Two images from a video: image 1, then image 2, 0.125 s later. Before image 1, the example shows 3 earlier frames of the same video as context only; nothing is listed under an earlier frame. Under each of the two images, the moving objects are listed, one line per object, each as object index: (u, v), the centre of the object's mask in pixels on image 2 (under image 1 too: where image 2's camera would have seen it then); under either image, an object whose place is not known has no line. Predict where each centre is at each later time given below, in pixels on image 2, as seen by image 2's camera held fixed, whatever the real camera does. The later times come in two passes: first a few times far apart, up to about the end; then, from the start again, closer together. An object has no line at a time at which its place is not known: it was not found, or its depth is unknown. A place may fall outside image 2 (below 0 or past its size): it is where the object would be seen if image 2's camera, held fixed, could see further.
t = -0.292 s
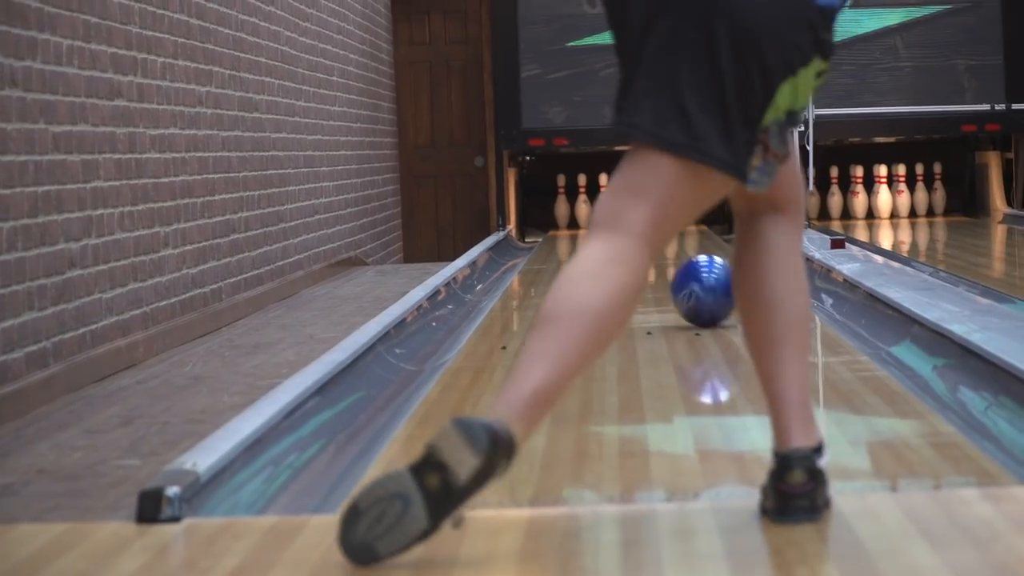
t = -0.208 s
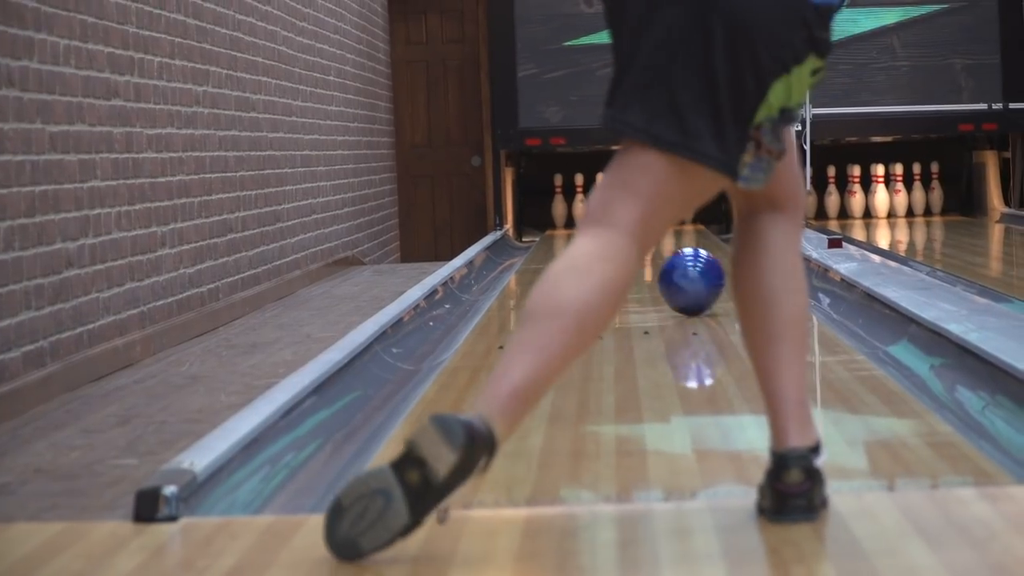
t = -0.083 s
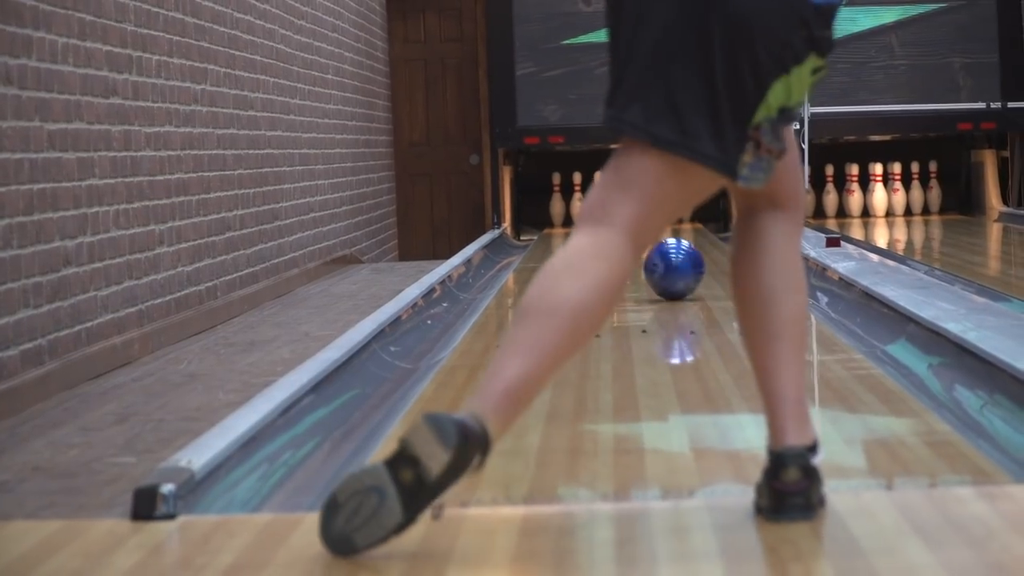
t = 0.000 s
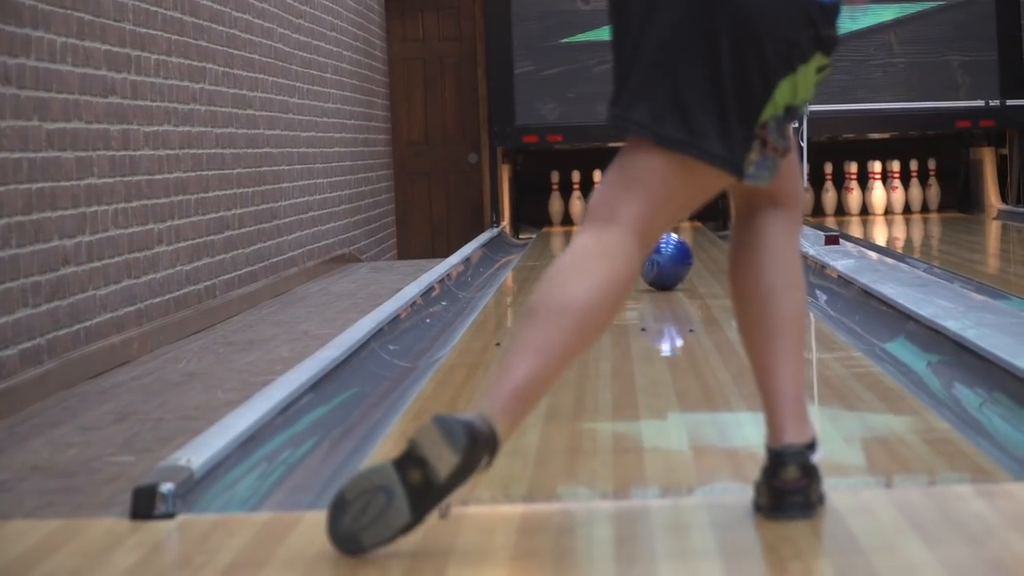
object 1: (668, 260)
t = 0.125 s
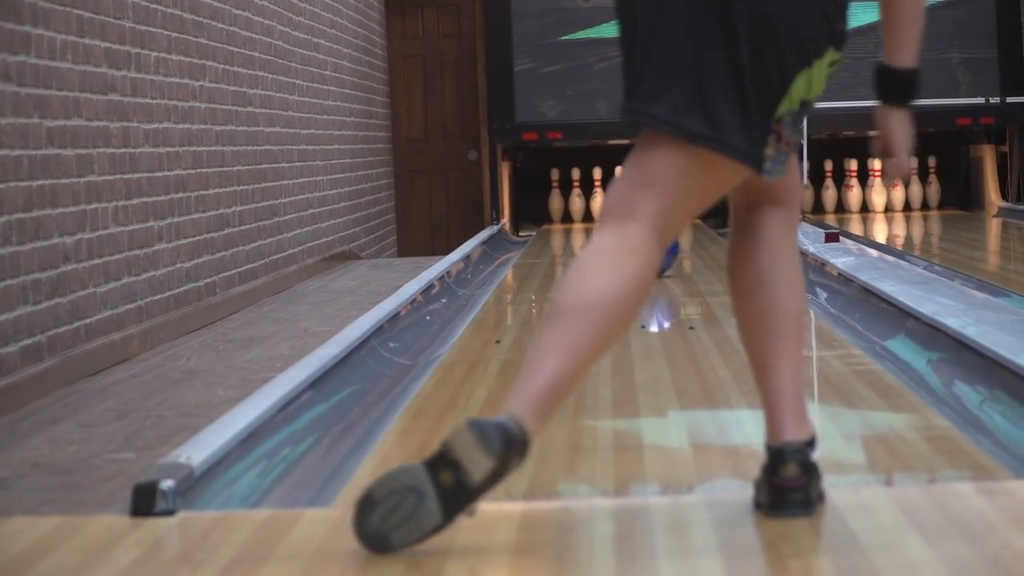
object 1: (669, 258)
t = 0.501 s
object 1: (623, 231)
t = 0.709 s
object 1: (612, 224)
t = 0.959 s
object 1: (596, 217)
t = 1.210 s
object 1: (580, 211)
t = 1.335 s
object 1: (572, 209)
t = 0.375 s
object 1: (620, 230)
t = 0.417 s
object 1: (622, 230)
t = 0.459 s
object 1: (623, 231)
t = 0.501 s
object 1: (623, 231)
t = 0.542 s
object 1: (622, 230)
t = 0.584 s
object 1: (619, 228)
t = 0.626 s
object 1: (616, 226)
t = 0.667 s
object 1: (614, 225)
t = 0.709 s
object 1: (612, 224)
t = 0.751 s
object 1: (609, 223)
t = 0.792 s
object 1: (607, 221)
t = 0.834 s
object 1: (604, 220)
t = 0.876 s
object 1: (602, 219)
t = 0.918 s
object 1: (599, 218)
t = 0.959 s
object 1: (596, 217)
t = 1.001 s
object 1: (594, 216)
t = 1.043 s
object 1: (592, 215)
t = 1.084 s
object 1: (589, 214)
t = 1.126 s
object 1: (585, 213)
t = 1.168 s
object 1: (583, 212)
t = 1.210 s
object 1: (580, 211)
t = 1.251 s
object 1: (577, 211)
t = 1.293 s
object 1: (574, 210)
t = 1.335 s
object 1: (572, 209)
